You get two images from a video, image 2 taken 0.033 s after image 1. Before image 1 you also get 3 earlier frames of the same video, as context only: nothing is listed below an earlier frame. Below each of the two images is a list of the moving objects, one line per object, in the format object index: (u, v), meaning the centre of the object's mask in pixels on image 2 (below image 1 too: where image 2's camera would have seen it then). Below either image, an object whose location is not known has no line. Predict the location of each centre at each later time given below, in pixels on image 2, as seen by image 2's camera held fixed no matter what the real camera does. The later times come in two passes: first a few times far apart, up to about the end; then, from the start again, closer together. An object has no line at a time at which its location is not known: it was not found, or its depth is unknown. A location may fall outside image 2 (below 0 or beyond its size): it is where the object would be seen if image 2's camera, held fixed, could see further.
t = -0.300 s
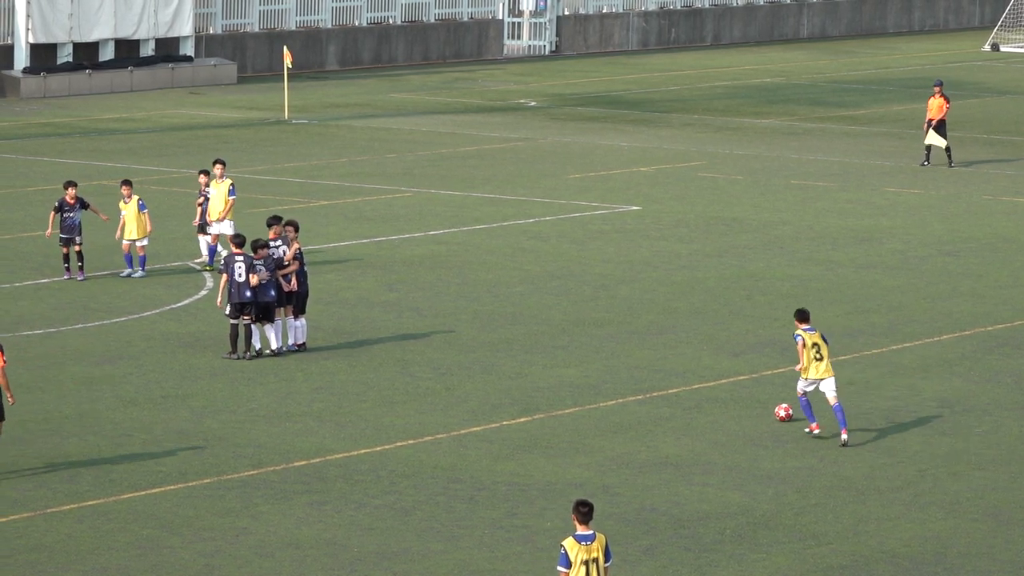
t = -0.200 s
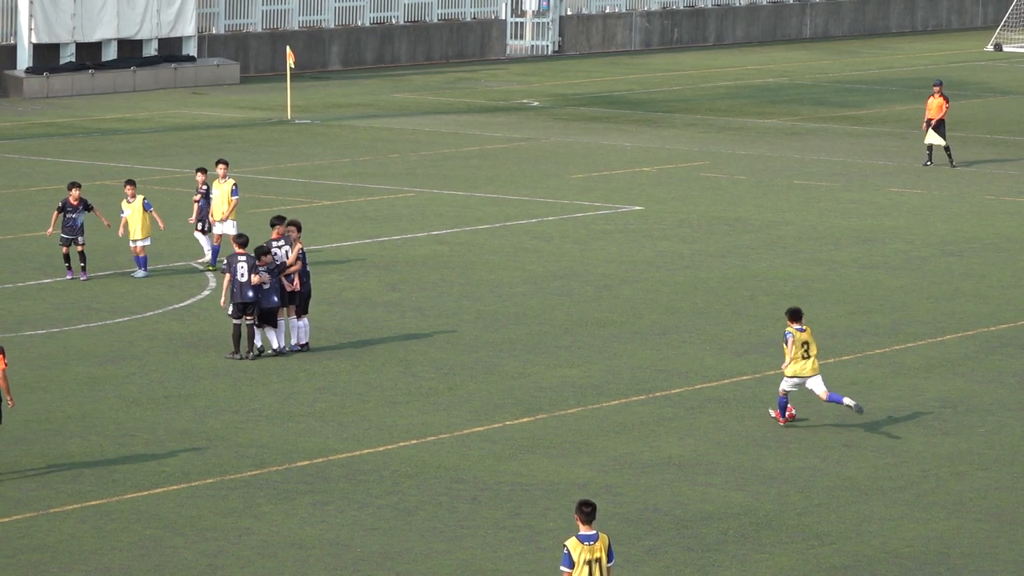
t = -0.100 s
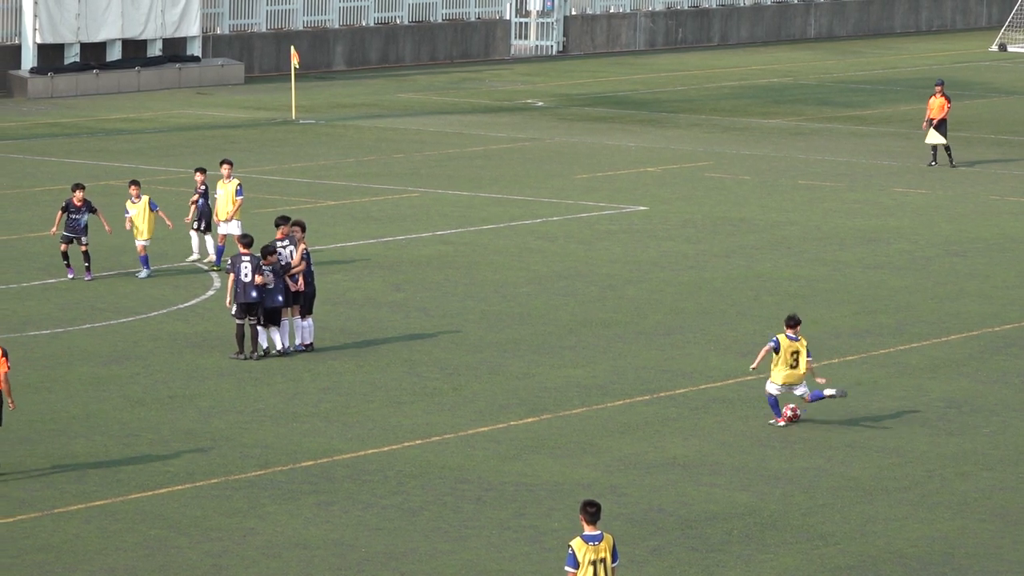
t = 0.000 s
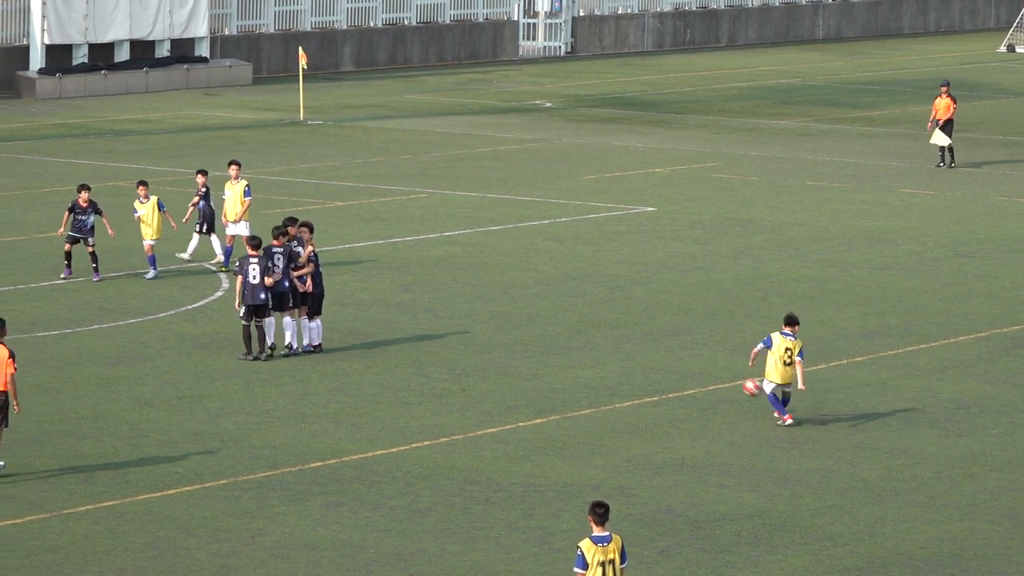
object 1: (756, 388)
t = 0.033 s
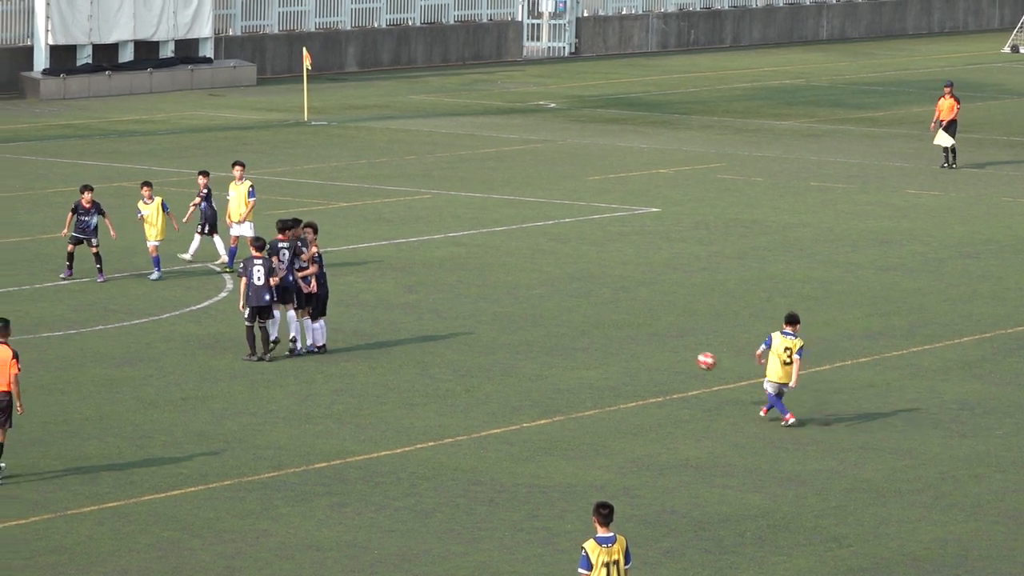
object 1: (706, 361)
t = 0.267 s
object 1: (378, 204)
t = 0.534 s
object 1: (37, 88)
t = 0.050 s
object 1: (682, 347)
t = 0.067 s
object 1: (657, 335)
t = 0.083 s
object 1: (633, 322)
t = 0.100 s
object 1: (609, 310)
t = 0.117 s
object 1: (585, 298)
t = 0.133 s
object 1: (561, 287)
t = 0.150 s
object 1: (537, 276)
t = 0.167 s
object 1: (514, 265)
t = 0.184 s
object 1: (492, 254)
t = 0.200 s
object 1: (469, 243)
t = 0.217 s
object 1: (446, 233)
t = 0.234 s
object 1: (423, 223)
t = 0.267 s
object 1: (378, 204)
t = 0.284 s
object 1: (357, 195)
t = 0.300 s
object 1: (334, 186)
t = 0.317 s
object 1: (312, 178)
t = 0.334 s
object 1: (290, 169)
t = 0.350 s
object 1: (268, 161)
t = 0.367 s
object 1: (247, 154)
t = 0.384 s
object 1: (226, 146)
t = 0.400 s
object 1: (205, 139)
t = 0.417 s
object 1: (184, 132)
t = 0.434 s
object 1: (164, 125)
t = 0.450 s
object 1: (143, 119)
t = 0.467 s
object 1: (122, 112)
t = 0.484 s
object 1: (100, 106)
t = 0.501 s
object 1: (80, 100)
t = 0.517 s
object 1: (59, 94)
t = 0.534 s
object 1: (37, 88)
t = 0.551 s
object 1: (17, 82)
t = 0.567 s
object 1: (-4, 77)
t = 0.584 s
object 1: (-25, 72)
